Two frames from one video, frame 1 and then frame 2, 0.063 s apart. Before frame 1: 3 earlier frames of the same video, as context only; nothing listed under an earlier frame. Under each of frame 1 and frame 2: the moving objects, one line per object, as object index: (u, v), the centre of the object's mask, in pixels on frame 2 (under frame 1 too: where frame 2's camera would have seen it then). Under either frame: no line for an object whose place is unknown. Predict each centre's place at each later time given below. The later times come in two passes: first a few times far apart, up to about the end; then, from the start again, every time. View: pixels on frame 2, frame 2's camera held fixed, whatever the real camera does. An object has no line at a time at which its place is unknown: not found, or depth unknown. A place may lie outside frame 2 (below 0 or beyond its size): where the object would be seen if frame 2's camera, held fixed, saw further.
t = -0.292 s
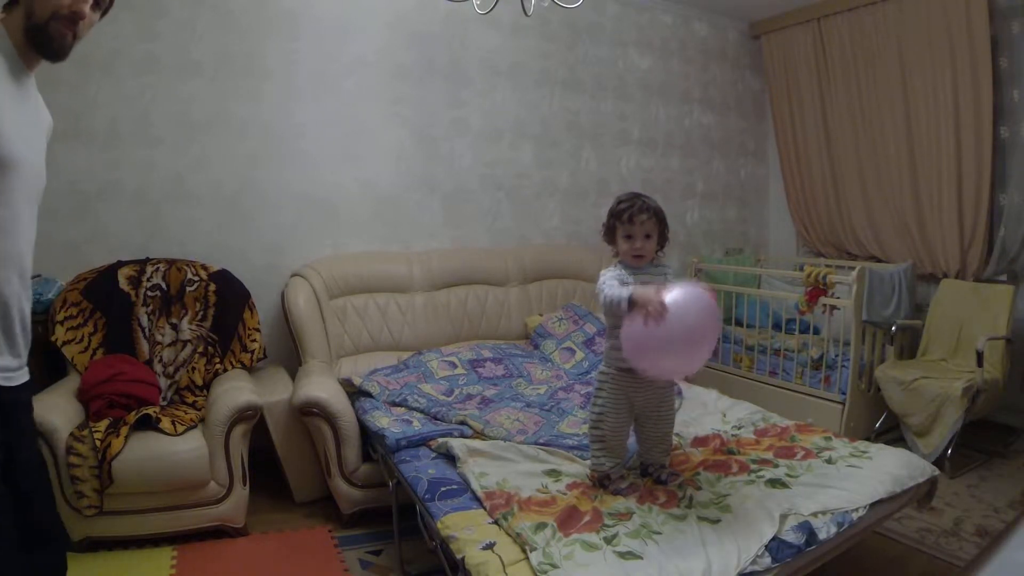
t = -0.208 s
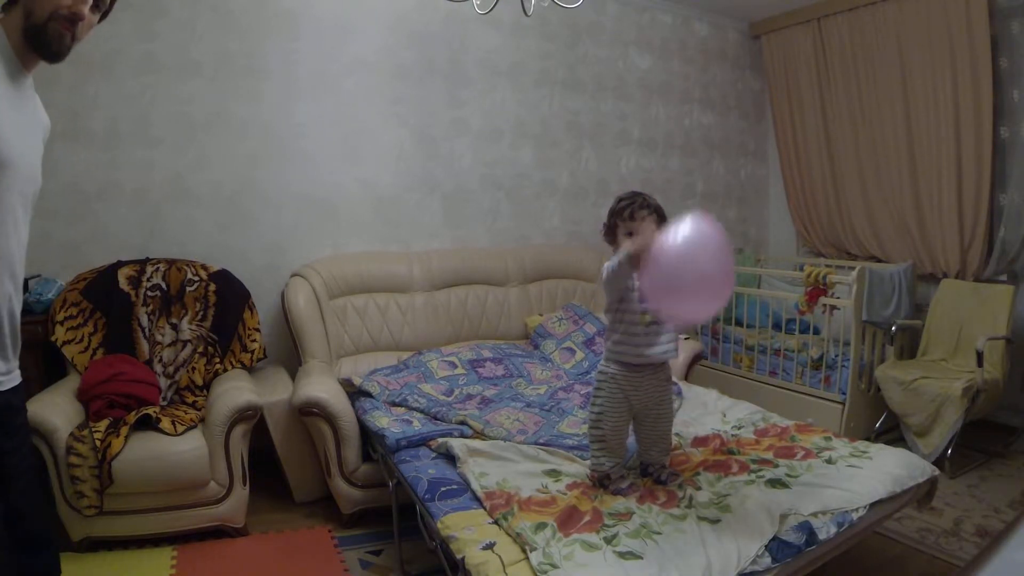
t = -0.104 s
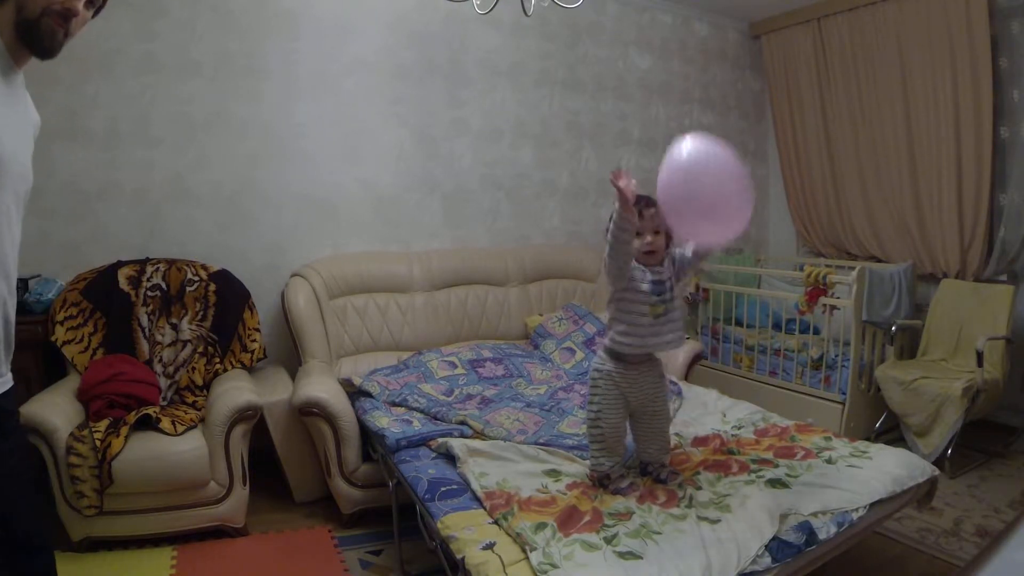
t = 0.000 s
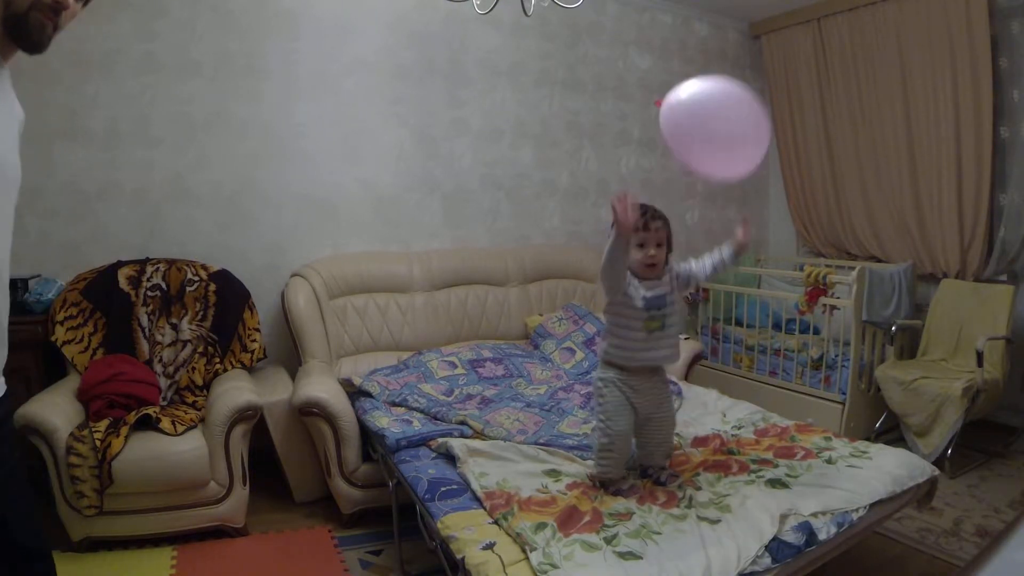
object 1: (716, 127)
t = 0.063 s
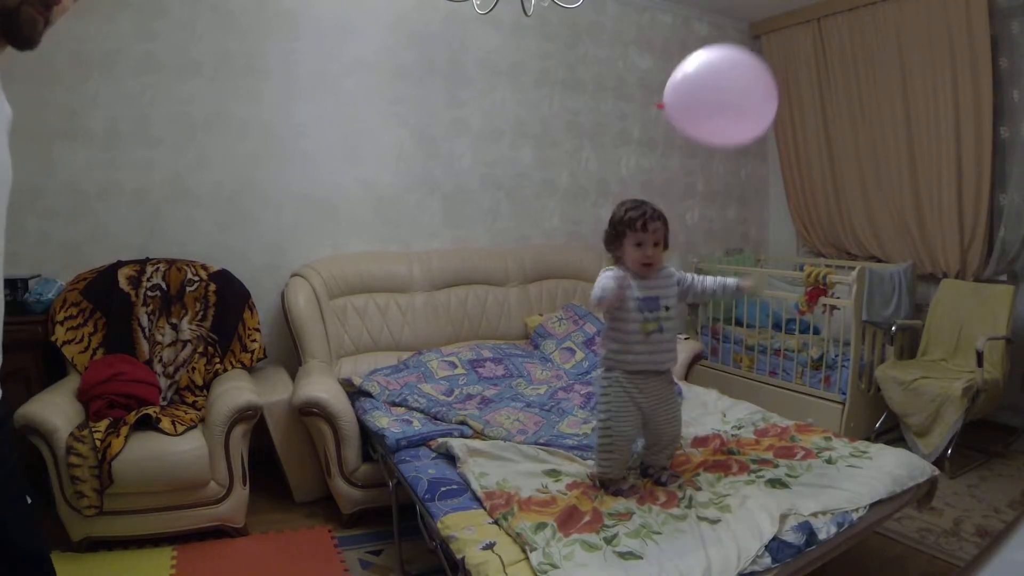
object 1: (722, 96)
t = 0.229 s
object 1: (734, 43)
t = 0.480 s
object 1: (754, 20)
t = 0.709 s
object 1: (771, 22)
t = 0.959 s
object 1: (796, 41)
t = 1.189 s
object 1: (815, 105)
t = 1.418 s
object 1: (828, 219)
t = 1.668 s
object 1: (817, 368)
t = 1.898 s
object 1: (781, 473)
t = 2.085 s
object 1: (756, 500)
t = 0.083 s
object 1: (723, 87)
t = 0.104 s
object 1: (725, 79)
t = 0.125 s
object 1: (727, 70)
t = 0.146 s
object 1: (729, 63)
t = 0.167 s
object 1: (730, 55)
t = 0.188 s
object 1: (732, 50)
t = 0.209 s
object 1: (733, 47)
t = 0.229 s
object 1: (734, 43)
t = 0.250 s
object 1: (736, 40)
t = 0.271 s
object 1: (738, 38)
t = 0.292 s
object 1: (740, 35)
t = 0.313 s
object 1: (742, 33)
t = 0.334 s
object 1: (745, 30)
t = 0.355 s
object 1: (746, 28)
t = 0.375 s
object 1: (748, 26)
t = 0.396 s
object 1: (749, 24)
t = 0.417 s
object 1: (751, 23)
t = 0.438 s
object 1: (752, 22)
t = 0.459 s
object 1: (753, 21)
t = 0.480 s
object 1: (754, 20)
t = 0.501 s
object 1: (755, 20)
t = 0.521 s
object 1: (756, 20)
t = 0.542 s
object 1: (757, 20)
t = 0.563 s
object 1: (759, 20)
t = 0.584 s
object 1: (760, 19)
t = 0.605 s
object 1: (762, 20)
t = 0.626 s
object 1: (764, 20)
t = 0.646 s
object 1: (766, 20)
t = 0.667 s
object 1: (768, 21)
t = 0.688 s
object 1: (769, 22)
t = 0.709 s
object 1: (771, 22)
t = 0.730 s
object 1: (773, 23)
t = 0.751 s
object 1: (775, 24)
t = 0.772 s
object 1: (777, 25)
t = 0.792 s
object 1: (779, 26)
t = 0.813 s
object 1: (781, 28)
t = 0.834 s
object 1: (783, 29)
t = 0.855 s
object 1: (785, 30)
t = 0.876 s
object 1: (787, 32)
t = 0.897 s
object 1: (790, 34)
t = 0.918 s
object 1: (792, 36)
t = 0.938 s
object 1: (794, 38)
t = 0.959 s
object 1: (796, 41)
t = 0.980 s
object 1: (798, 44)
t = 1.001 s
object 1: (800, 47)
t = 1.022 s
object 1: (802, 51)
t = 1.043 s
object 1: (804, 55)
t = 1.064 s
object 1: (805, 61)
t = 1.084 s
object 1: (807, 68)
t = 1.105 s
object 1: (809, 74)
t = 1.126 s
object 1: (811, 82)
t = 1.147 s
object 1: (812, 89)
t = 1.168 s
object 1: (814, 97)
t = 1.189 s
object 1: (815, 105)
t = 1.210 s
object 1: (817, 113)
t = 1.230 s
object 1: (819, 122)
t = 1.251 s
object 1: (820, 131)
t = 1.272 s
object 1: (822, 141)
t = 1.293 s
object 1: (824, 152)
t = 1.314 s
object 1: (824, 163)
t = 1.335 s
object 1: (826, 173)
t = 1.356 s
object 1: (827, 184)
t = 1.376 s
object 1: (828, 195)
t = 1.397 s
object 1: (828, 206)
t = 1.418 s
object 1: (828, 219)
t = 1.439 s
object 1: (829, 231)
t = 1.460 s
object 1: (829, 243)
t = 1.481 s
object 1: (829, 256)
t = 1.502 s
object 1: (828, 269)
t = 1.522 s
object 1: (828, 281)
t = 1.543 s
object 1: (826, 294)
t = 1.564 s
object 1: (826, 306)
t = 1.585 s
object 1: (824, 319)
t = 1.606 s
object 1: (822, 332)
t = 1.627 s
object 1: (821, 344)
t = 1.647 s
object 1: (819, 356)
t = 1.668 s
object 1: (817, 368)
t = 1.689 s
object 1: (815, 379)
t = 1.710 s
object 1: (812, 389)
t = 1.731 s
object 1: (809, 401)
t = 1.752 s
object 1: (806, 411)
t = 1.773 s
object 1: (803, 421)
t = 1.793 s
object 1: (799, 431)
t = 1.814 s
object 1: (797, 440)
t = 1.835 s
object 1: (792, 449)
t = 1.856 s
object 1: (789, 457)
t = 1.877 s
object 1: (785, 465)
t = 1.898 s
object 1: (781, 473)
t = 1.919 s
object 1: (777, 482)
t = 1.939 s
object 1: (774, 488)
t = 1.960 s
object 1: (770, 494)
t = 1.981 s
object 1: (766, 501)
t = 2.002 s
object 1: (762, 507)
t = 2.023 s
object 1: (760, 508)
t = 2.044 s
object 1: (758, 507)
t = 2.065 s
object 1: (757, 503)
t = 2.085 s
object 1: (756, 500)
